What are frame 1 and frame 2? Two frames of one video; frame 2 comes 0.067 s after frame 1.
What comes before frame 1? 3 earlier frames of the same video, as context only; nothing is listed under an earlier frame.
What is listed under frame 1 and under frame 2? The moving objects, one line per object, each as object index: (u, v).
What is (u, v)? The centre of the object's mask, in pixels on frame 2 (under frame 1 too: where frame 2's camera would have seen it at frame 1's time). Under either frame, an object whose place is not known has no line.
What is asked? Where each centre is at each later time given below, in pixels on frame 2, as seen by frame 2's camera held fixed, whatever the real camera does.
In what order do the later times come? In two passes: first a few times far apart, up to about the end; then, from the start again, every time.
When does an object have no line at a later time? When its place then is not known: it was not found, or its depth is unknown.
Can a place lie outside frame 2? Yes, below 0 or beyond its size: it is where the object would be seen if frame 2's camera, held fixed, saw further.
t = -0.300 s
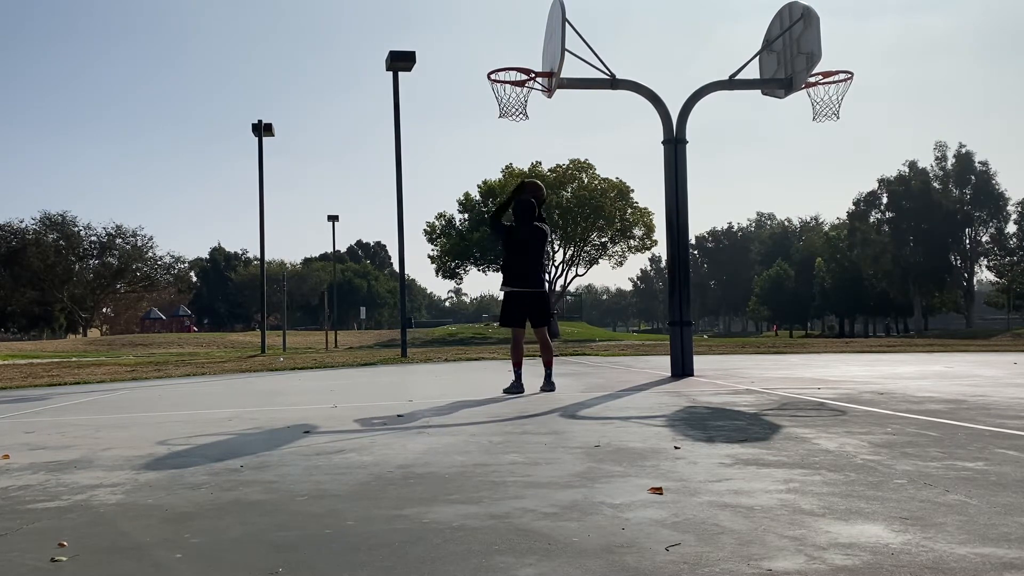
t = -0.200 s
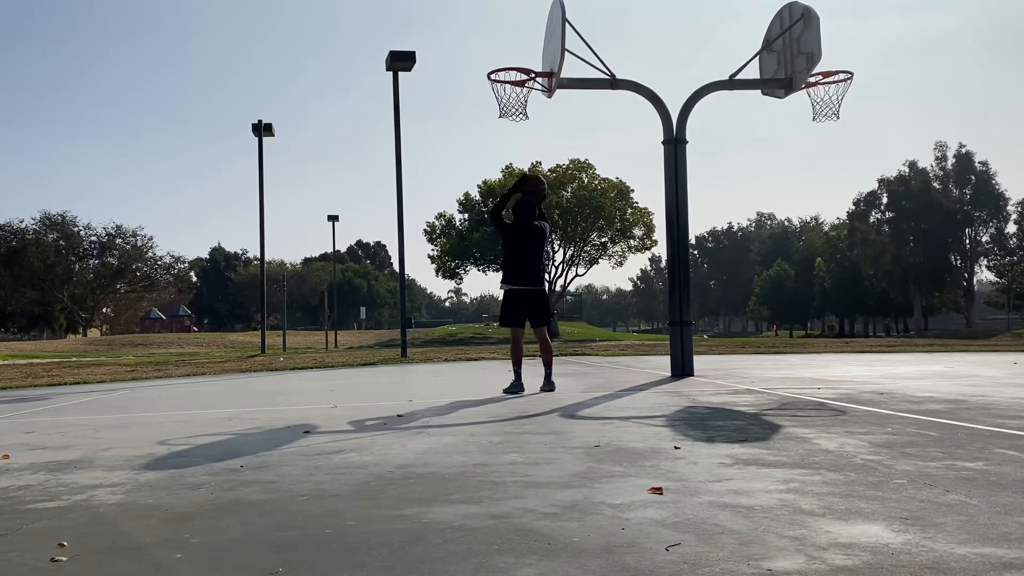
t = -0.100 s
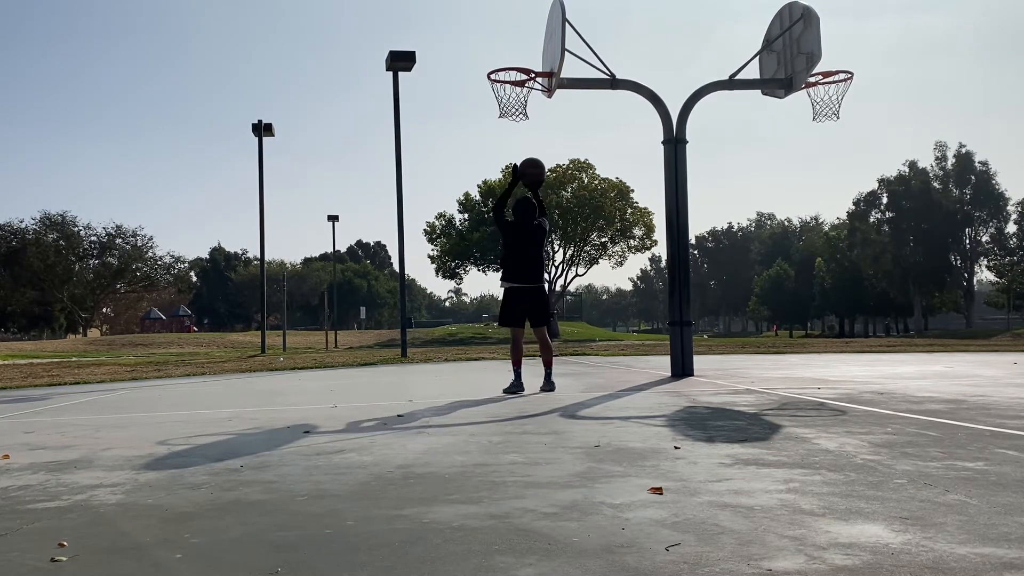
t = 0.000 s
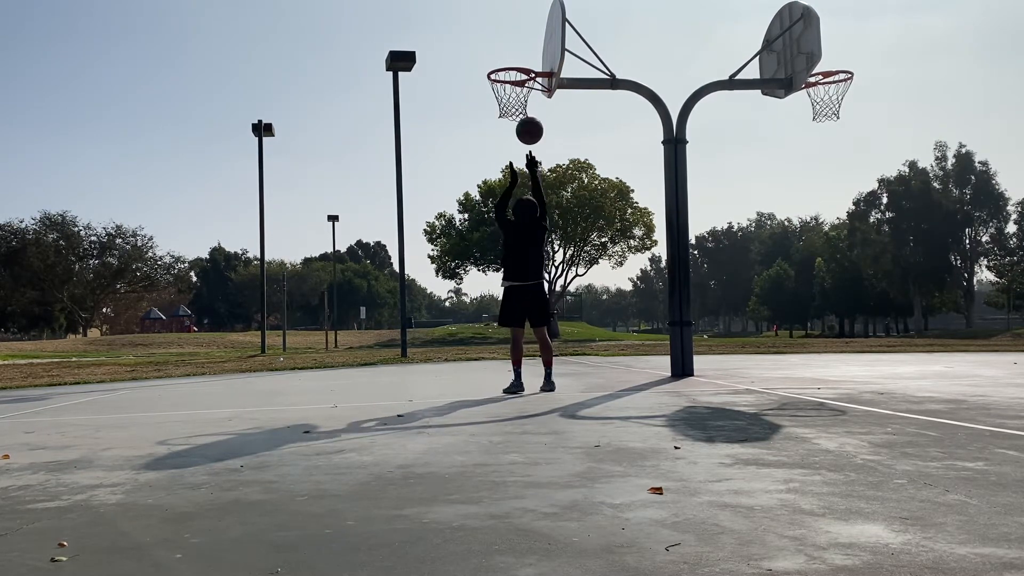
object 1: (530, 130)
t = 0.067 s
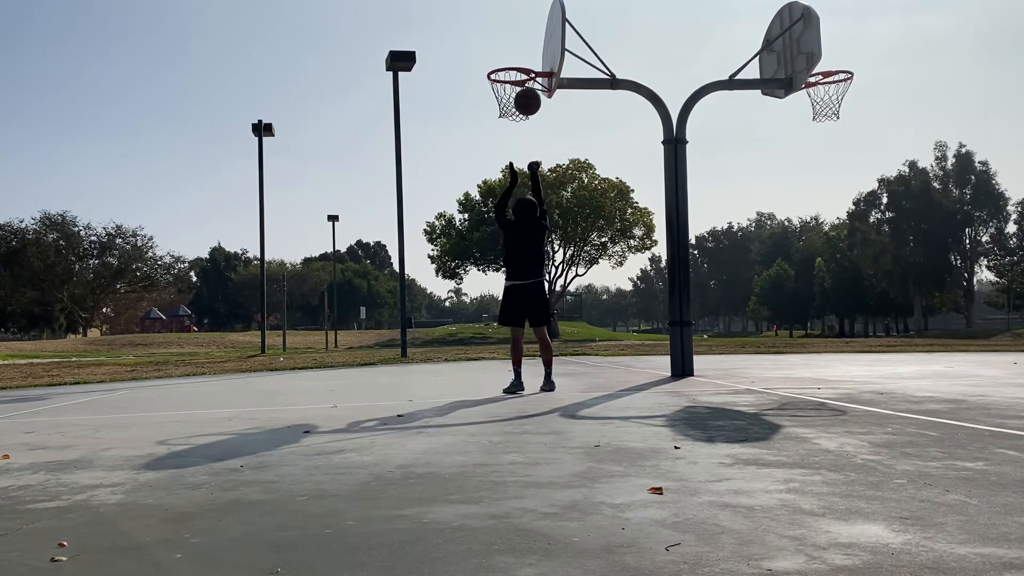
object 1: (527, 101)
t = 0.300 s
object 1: (521, 44)
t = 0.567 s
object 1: (517, 52)
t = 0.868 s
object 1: (513, 102)
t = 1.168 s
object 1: (512, 154)
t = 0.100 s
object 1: (527, 90)
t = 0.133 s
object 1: (525, 79)
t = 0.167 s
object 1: (524, 70)
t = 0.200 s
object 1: (524, 61)
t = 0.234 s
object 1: (523, 54)
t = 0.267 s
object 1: (522, 49)
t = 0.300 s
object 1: (521, 44)
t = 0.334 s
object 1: (521, 41)
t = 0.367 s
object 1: (520, 40)
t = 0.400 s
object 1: (520, 39)
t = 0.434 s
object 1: (519, 39)
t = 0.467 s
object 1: (519, 41)
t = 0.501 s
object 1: (518, 43)
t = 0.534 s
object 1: (518, 47)
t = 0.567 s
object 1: (517, 52)
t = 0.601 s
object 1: (517, 57)
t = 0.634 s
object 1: (516, 59)
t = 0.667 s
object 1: (516, 64)
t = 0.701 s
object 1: (515, 69)
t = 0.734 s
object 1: (515, 74)
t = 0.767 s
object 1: (514, 81)
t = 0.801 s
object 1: (514, 88)
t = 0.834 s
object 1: (513, 96)
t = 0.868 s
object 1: (513, 102)
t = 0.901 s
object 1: (513, 105)
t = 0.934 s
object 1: (513, 107)
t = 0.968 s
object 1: (512, 110)
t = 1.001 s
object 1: (512, 115)
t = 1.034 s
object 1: (512, 120)
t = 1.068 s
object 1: (512, 127)
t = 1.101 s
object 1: (512, 135)
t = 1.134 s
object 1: (512, 144)
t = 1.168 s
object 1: (512, 154)
